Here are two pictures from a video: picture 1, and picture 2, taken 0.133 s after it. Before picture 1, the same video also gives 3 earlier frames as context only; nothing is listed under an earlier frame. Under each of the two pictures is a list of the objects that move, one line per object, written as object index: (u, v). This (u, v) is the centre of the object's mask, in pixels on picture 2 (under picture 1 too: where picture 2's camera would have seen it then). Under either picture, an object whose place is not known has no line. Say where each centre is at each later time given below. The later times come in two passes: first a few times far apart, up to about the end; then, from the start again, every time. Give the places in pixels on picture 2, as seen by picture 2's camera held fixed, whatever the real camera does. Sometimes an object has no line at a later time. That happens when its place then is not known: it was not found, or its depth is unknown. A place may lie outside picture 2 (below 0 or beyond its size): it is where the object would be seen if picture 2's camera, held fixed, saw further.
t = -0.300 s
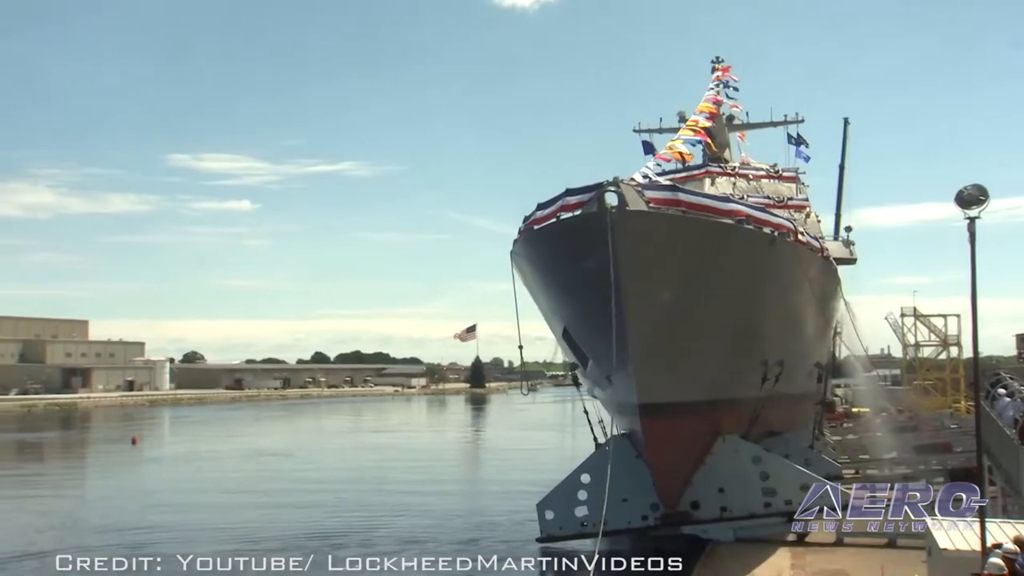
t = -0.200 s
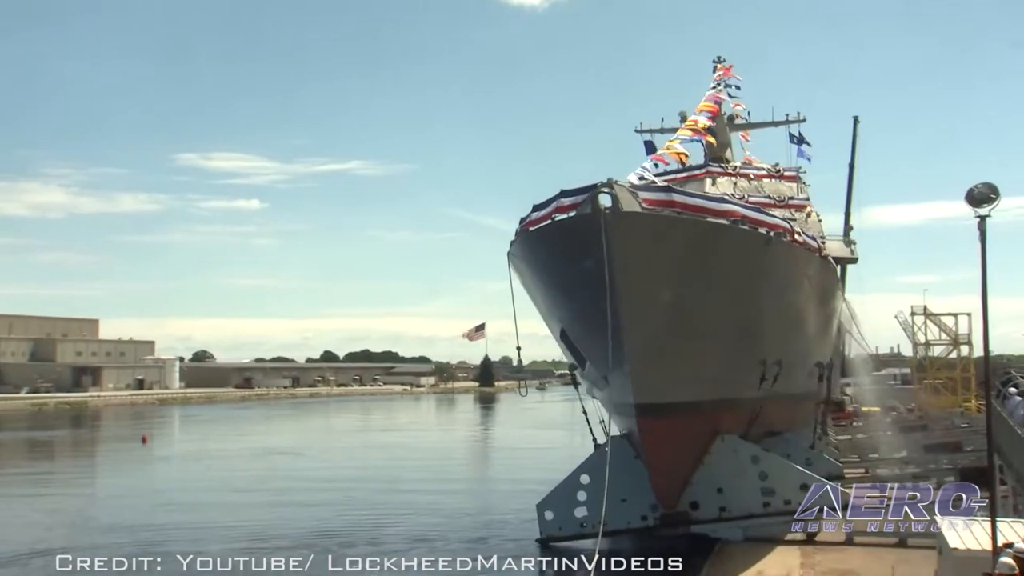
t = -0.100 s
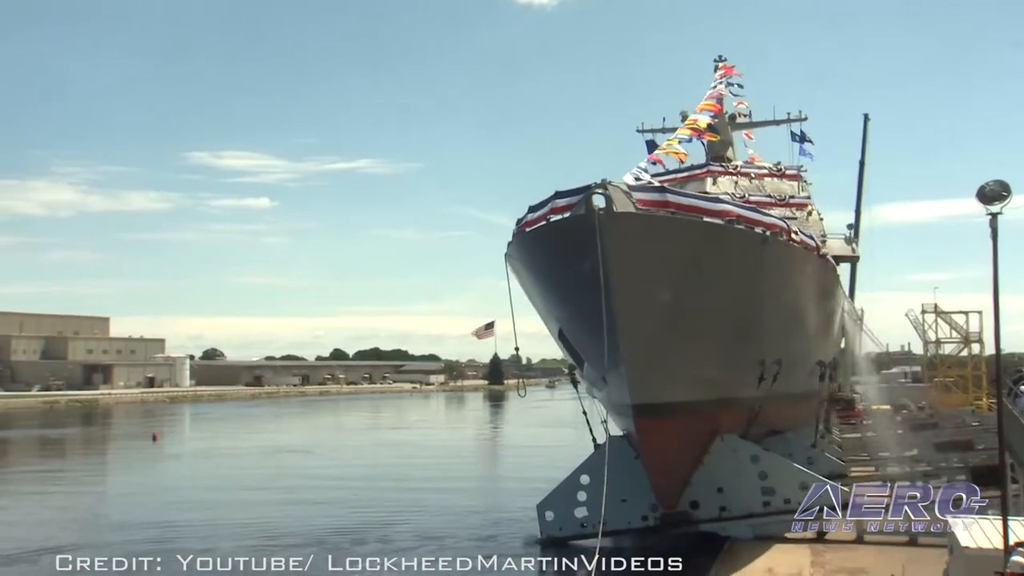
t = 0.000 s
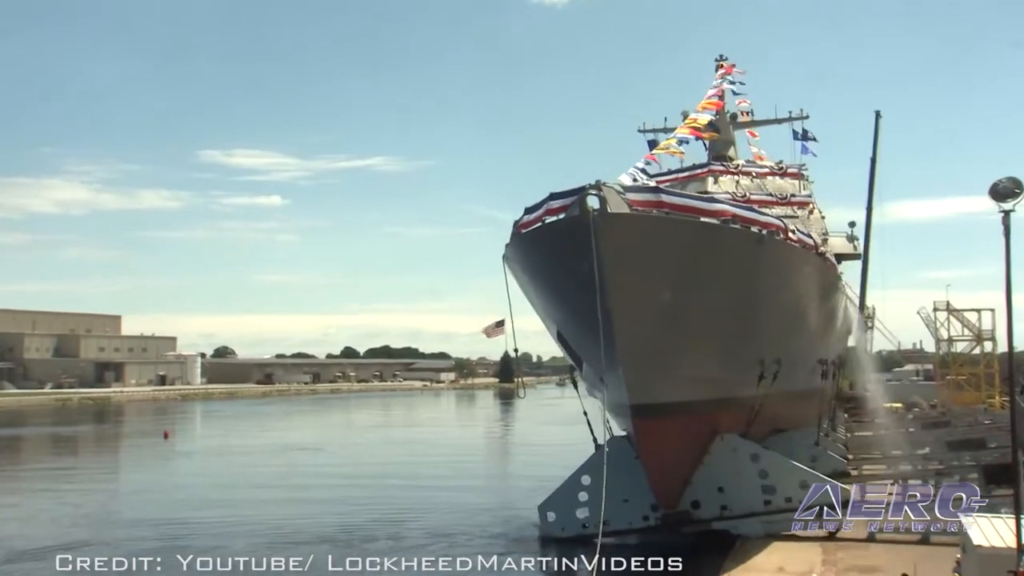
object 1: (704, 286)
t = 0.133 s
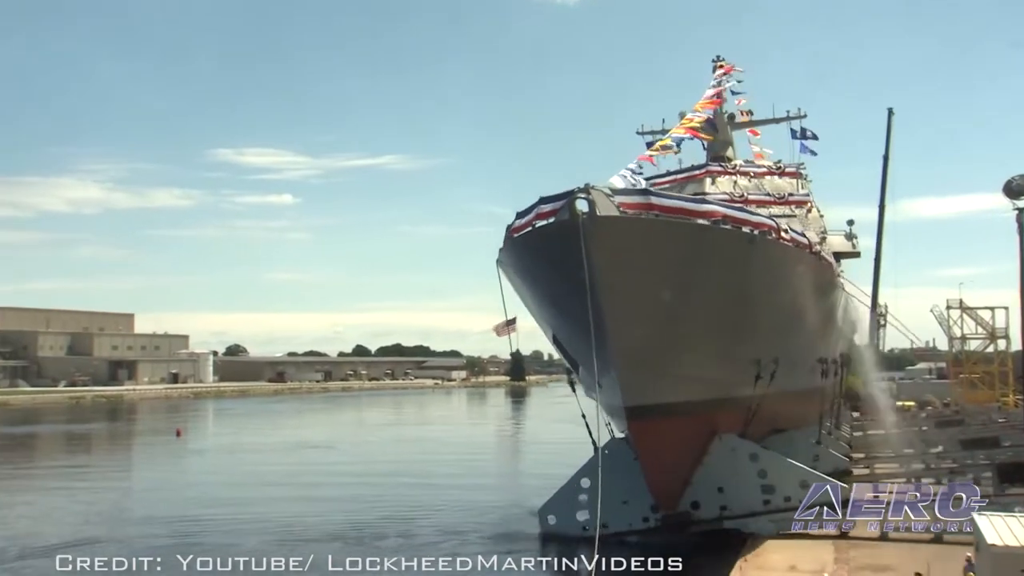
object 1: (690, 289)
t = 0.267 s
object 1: (677, 292)
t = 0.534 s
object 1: (649, 303)
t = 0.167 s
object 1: (688, 288)
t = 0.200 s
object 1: (684, 290)
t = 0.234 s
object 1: (681, 290)
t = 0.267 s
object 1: (677, 292)
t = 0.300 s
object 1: (675, 292)
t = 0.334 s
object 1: (670, 295)
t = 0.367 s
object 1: (666, 296)
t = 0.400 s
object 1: (664, 296)
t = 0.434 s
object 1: (659, 298)
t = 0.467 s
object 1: (656, 298)
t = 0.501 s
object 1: (653, 300)
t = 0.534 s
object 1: (649, 303)
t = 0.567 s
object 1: (645, 303)
